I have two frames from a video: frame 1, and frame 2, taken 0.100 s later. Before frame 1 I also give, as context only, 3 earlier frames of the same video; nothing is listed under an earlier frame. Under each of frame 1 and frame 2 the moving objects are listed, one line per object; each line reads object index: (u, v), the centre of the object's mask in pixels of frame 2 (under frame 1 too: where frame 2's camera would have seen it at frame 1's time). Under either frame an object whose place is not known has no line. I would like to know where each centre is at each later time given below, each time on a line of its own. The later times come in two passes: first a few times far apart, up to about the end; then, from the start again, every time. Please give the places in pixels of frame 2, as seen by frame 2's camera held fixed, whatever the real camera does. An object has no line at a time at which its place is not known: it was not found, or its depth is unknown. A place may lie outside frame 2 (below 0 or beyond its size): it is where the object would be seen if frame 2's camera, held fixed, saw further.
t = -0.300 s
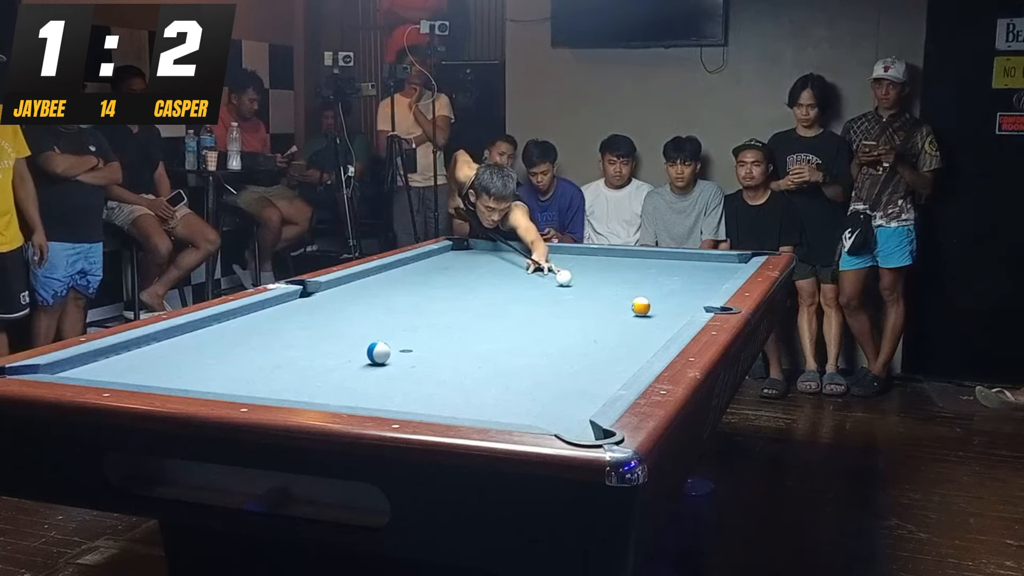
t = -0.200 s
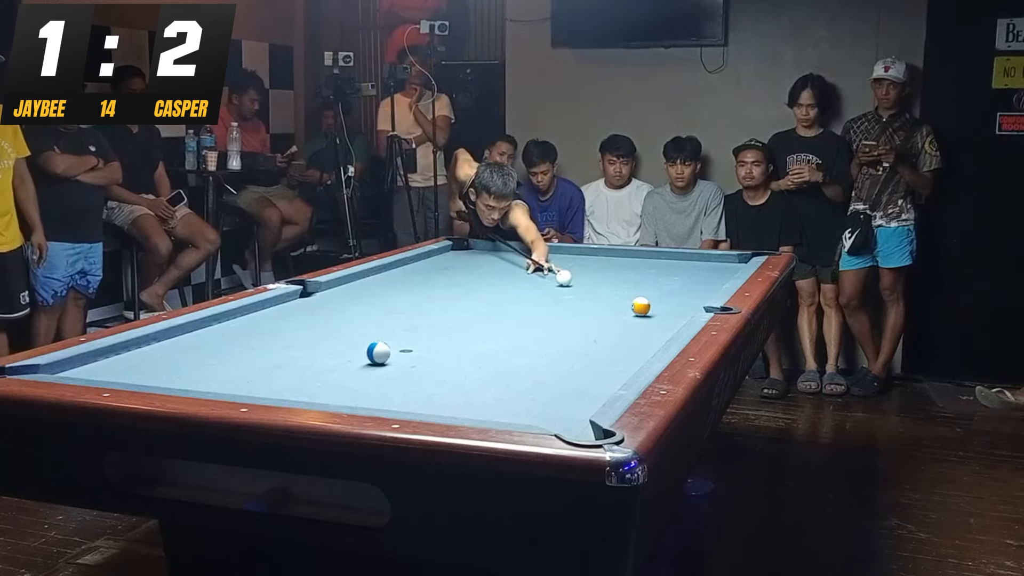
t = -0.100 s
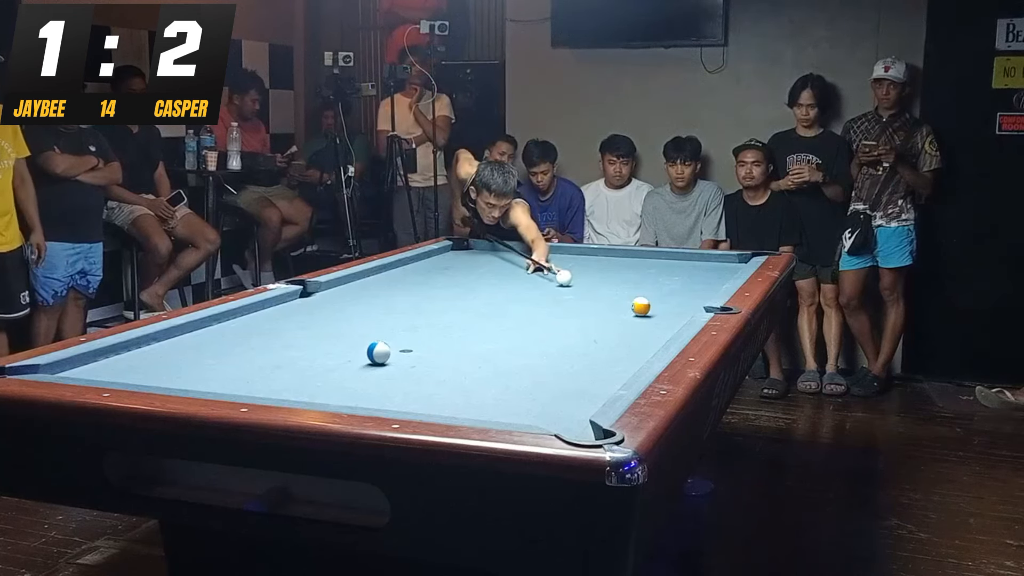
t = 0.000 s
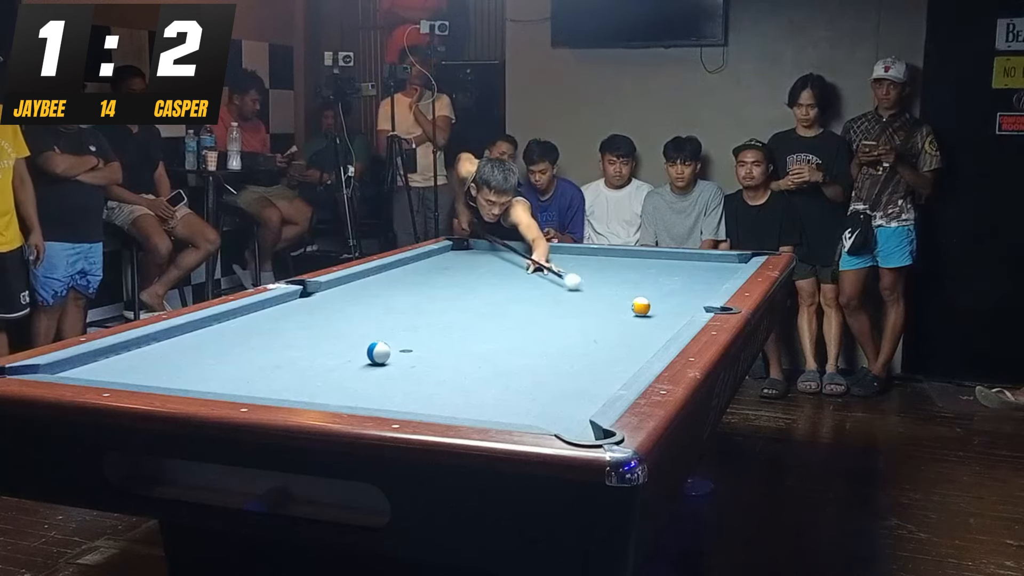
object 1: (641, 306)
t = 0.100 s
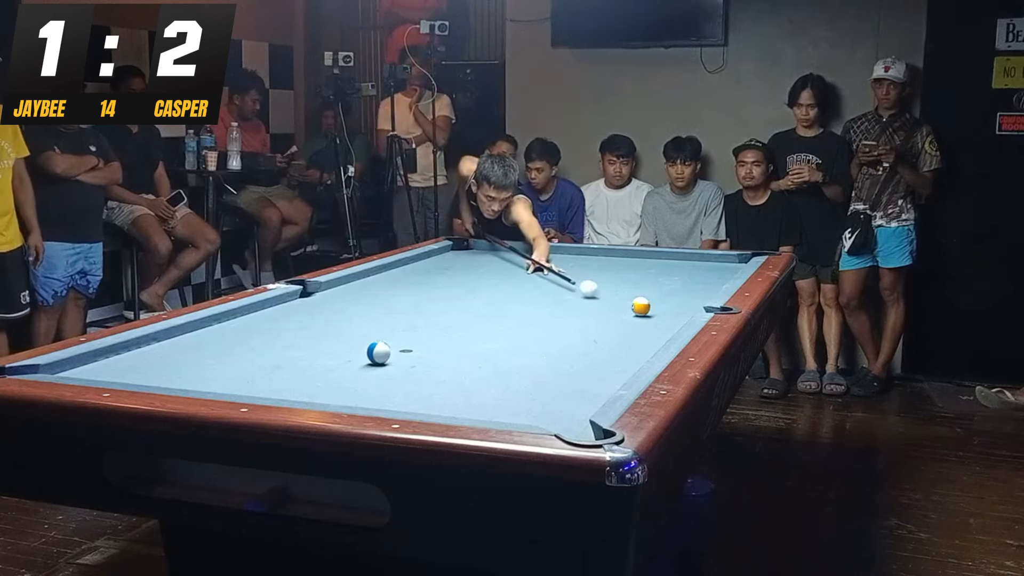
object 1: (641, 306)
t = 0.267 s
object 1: (641, 306)
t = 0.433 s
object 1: (673, 310)
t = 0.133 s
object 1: (641, 306)
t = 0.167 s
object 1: (641, 306)
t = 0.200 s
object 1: (641, 306)
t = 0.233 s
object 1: (641, 306)
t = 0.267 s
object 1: (641, 306)
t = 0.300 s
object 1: (641, 306)
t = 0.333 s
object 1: (650, 307)
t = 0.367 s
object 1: (659, 308)
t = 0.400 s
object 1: (667, 309)
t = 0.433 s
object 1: (673, 310)
